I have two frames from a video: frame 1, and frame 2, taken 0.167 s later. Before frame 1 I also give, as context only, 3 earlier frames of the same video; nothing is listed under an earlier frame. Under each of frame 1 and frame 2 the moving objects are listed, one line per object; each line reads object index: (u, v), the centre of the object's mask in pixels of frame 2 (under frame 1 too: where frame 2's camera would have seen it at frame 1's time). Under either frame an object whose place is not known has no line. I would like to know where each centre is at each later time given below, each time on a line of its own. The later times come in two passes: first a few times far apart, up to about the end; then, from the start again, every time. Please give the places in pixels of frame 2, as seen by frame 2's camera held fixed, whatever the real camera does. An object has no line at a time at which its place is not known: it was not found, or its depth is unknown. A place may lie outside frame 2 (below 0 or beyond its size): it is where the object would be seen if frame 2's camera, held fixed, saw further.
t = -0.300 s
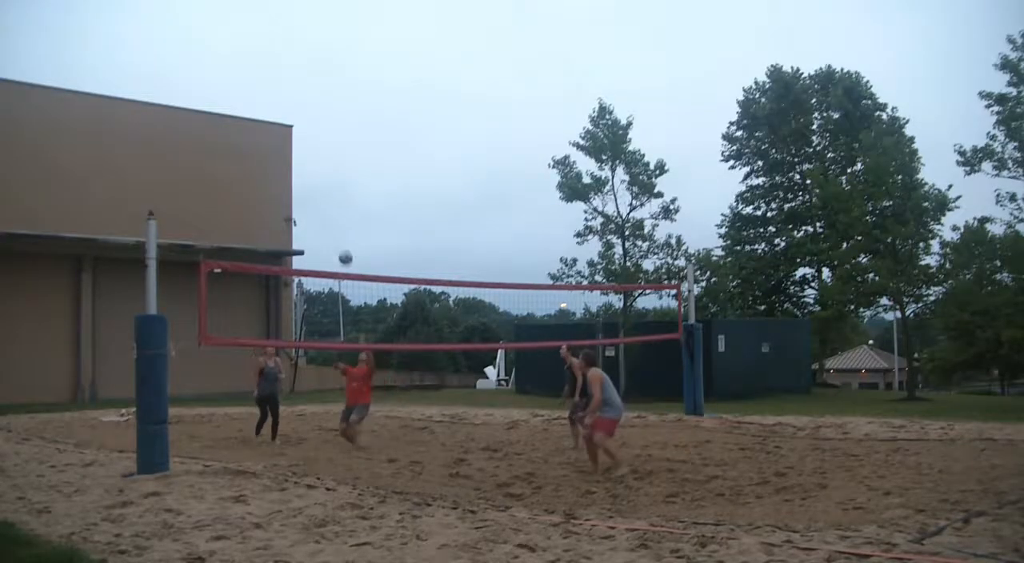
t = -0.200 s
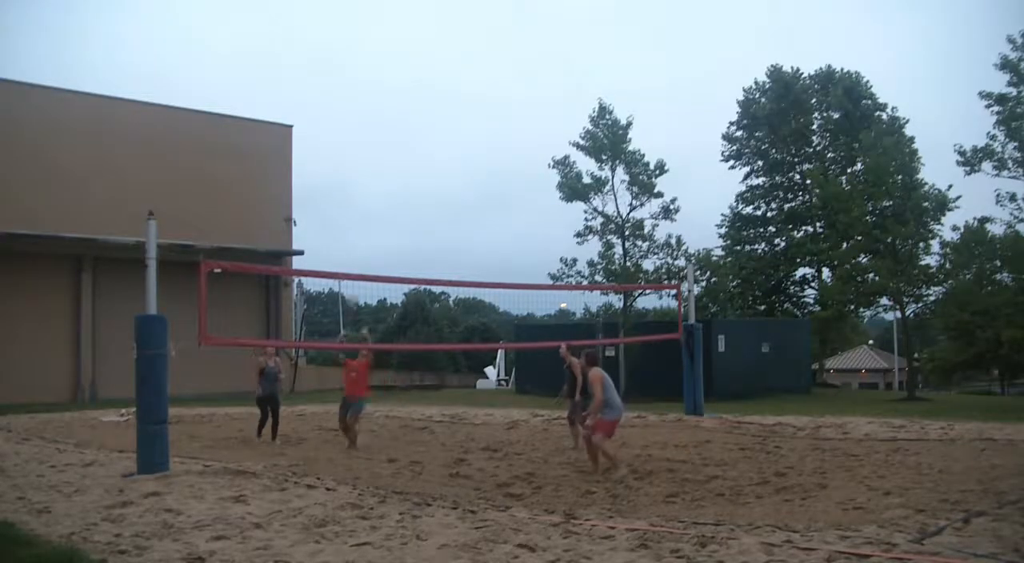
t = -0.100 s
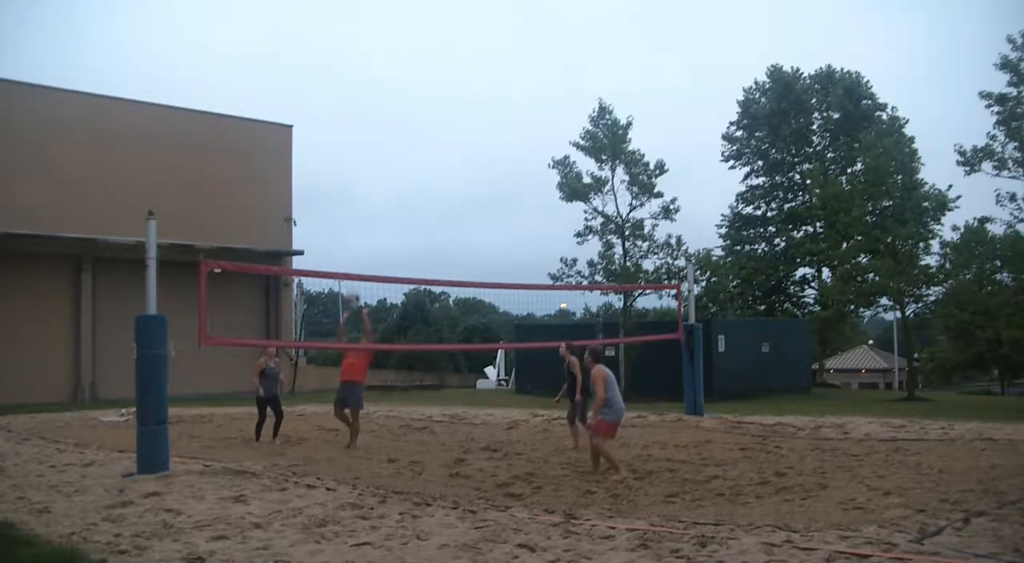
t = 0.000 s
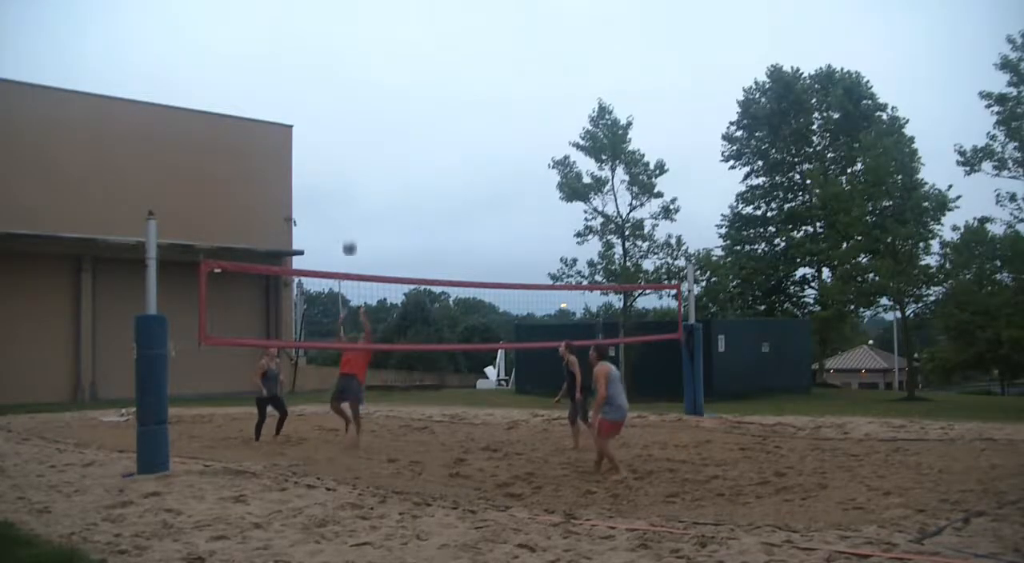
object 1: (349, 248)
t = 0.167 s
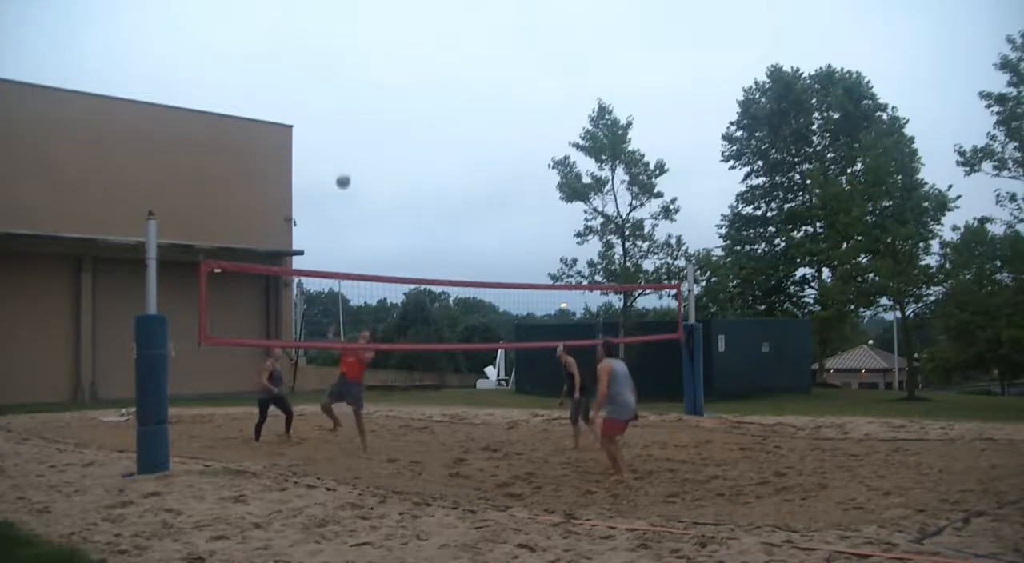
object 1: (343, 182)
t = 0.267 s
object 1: (339, 151)
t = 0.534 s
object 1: (330, 103)
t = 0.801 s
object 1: (321, 100)
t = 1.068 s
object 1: (312, 142)
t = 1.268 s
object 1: (306, 201)
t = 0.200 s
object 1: (341, 171)
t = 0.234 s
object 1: (340, 161)
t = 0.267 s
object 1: (339, 151)
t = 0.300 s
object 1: (338, 143)
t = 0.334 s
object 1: (336, 135)
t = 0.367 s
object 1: (335, 128)
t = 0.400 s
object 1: (335, 121)
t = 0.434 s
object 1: (333, 115)
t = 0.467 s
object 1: (332, 110)
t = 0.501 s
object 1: (331, 106)
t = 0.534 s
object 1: (330, 103)
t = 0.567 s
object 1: (329, 100)
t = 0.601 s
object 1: (327, 98)
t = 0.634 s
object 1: (326, 96)
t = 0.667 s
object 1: (325, 96)
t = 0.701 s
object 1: (324, 96)
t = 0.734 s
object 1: (323, 96)
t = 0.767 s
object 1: (322, 98)
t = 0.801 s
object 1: (321, 100)
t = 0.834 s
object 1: (320, 103)
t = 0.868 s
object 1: (319, 106)
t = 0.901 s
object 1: (317, 110)
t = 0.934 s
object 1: (316, 115)
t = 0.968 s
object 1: (315, 121)
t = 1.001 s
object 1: (314, 127)
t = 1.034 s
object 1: (313, 134)
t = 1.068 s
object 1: (312, 142)
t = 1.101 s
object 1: (310, 150)
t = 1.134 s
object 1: (309, 159)
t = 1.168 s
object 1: (308, 168)
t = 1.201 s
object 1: (307, 179)
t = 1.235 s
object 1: (306, 189)
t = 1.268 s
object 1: (306, 201)
